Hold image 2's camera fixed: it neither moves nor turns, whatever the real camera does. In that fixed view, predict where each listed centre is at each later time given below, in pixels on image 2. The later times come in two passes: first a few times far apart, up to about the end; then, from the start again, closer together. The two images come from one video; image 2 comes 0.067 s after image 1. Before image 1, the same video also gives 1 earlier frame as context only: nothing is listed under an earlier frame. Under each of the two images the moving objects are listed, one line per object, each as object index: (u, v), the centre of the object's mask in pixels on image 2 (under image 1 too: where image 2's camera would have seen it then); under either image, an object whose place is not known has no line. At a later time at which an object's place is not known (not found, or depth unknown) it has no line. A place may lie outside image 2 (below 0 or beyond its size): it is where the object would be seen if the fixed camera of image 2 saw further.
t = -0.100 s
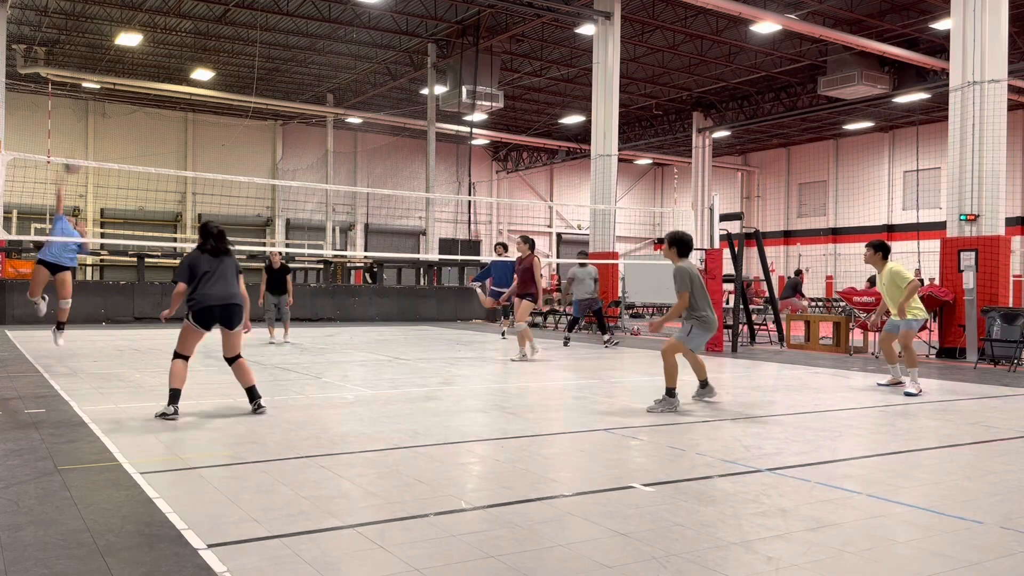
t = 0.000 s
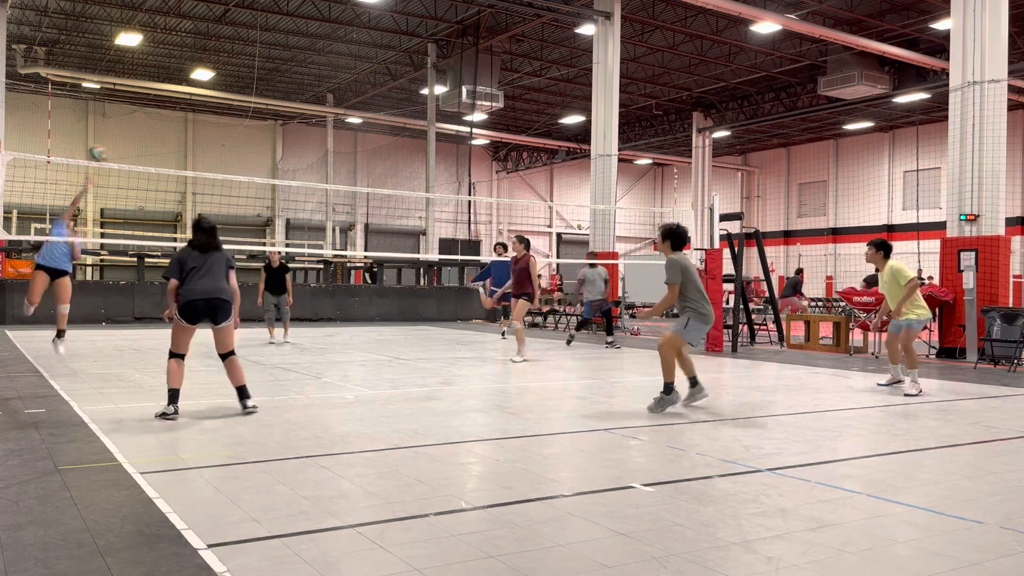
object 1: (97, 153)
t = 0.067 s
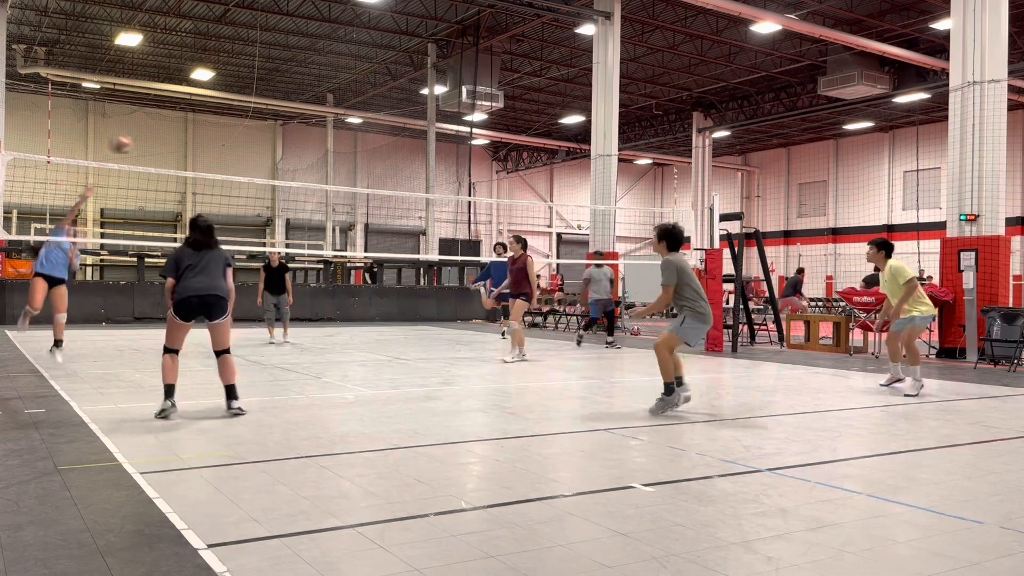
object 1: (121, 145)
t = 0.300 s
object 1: (224, 141)
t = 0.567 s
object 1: (403, 252)
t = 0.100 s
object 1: (134, 140)
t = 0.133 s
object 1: (146, 137)
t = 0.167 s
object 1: (162, 135)
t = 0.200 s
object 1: (175, 135)
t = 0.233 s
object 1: (191, 135)
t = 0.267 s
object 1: (207, 138)
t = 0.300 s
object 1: (224, 141)
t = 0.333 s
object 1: (241, 148)
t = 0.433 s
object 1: (299, 175)
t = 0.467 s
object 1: (324, 191)
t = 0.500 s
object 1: (348, 207)
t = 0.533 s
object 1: (373, 228)
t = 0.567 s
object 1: (403, 252)
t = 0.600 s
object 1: (433, 283)
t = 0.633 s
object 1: (463, 312)
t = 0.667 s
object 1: (503, 357)
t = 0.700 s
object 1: (538, 399)
